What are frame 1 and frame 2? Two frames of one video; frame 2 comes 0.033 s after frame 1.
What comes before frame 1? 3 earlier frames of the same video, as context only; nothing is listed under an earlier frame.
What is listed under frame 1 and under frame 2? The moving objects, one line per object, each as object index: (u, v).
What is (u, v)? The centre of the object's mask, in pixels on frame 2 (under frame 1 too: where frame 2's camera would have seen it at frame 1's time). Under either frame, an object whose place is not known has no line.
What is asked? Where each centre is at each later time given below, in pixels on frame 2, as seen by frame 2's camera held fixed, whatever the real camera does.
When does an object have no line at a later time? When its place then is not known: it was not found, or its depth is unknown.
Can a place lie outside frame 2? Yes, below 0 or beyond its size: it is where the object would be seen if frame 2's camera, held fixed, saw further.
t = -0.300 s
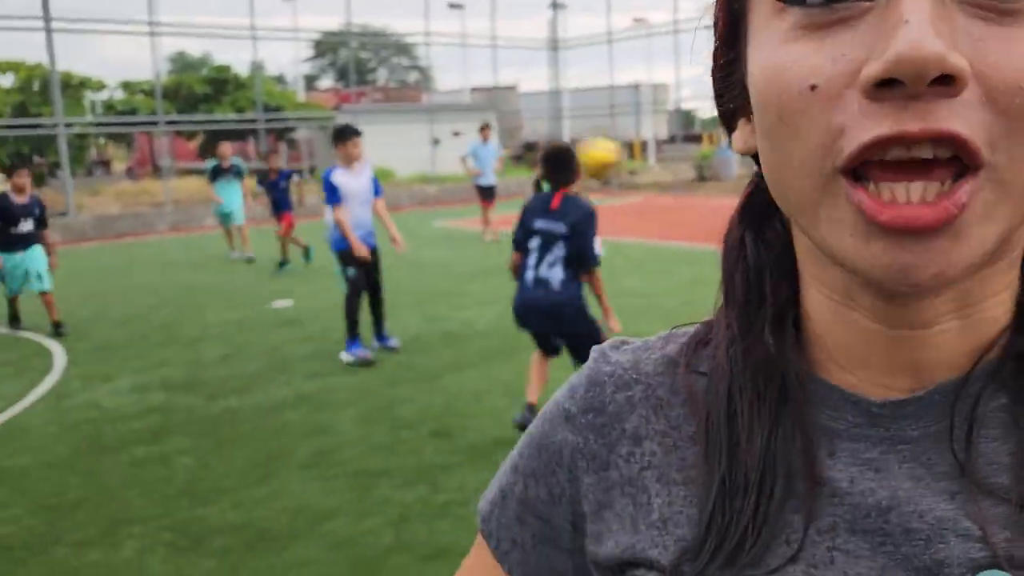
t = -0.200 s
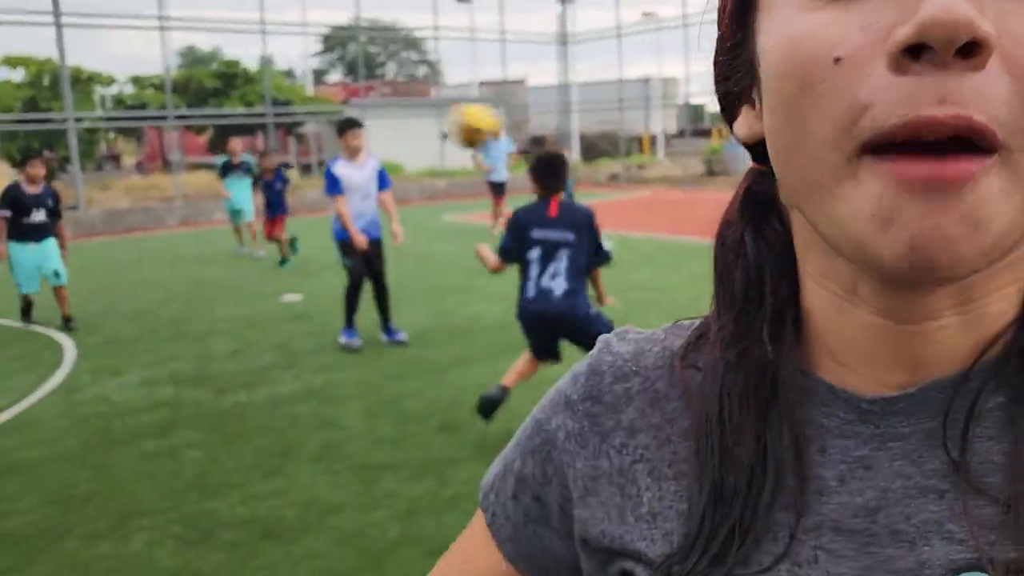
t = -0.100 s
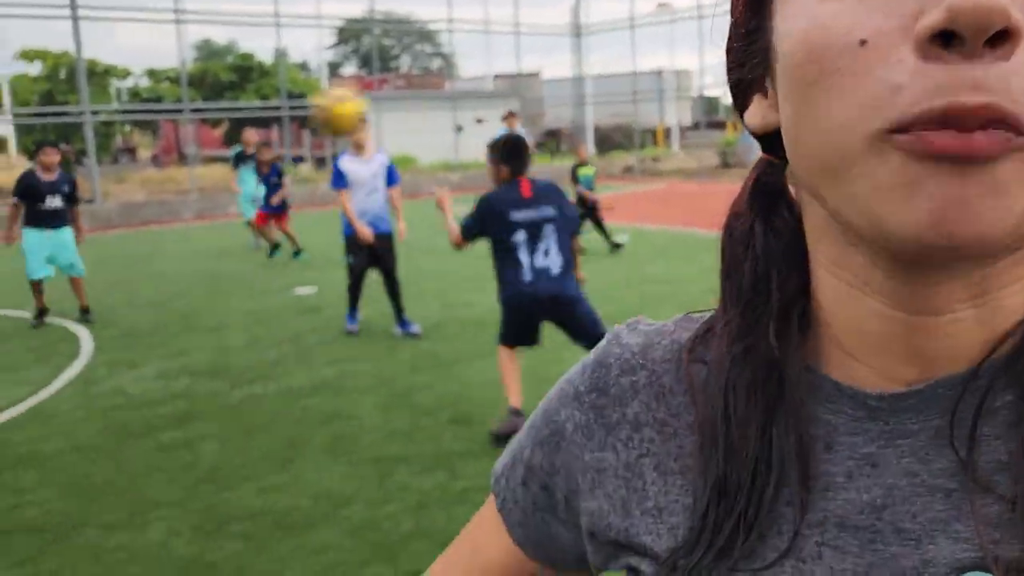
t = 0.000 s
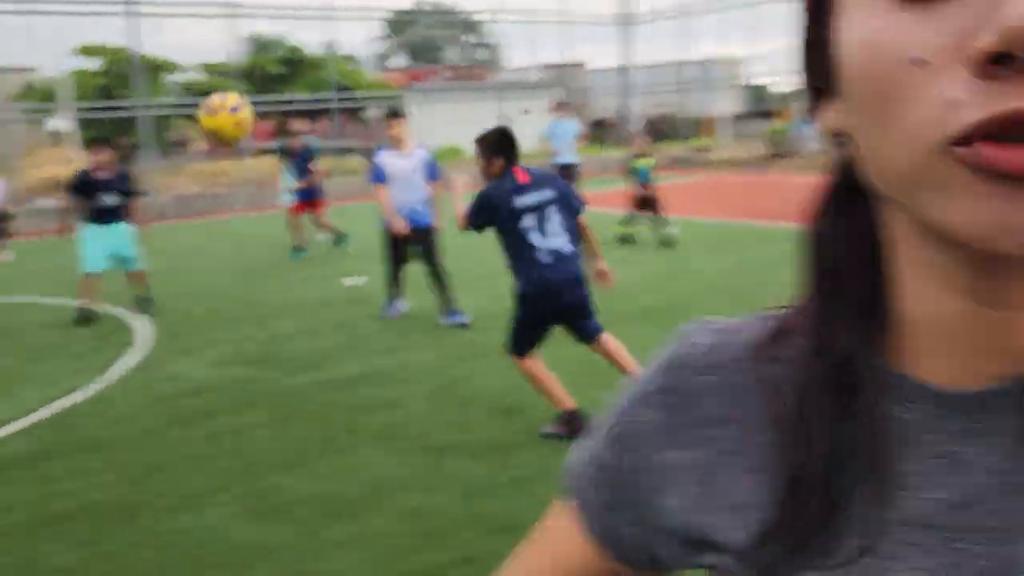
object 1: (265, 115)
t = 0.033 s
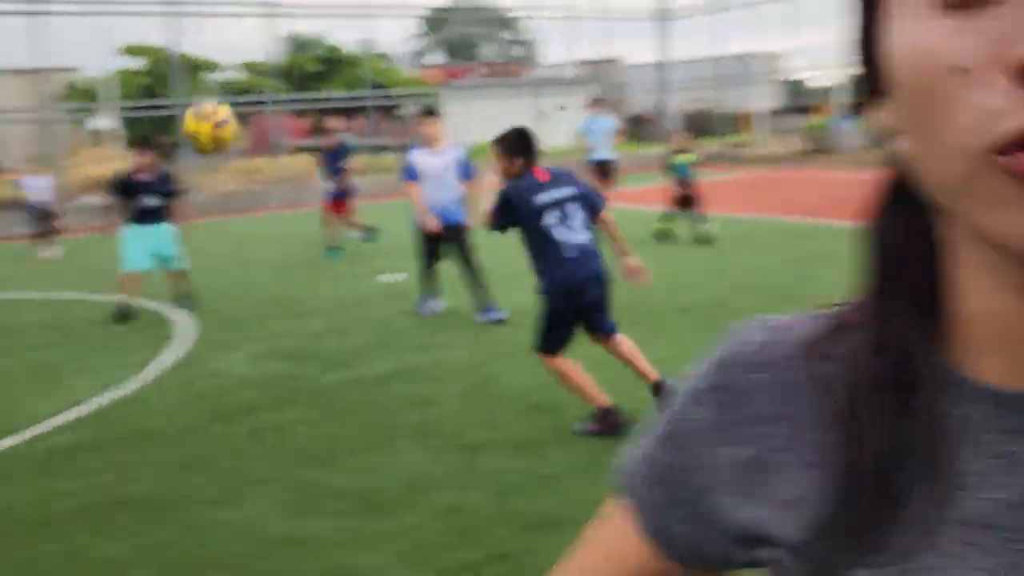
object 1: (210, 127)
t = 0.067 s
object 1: (155, 140)
